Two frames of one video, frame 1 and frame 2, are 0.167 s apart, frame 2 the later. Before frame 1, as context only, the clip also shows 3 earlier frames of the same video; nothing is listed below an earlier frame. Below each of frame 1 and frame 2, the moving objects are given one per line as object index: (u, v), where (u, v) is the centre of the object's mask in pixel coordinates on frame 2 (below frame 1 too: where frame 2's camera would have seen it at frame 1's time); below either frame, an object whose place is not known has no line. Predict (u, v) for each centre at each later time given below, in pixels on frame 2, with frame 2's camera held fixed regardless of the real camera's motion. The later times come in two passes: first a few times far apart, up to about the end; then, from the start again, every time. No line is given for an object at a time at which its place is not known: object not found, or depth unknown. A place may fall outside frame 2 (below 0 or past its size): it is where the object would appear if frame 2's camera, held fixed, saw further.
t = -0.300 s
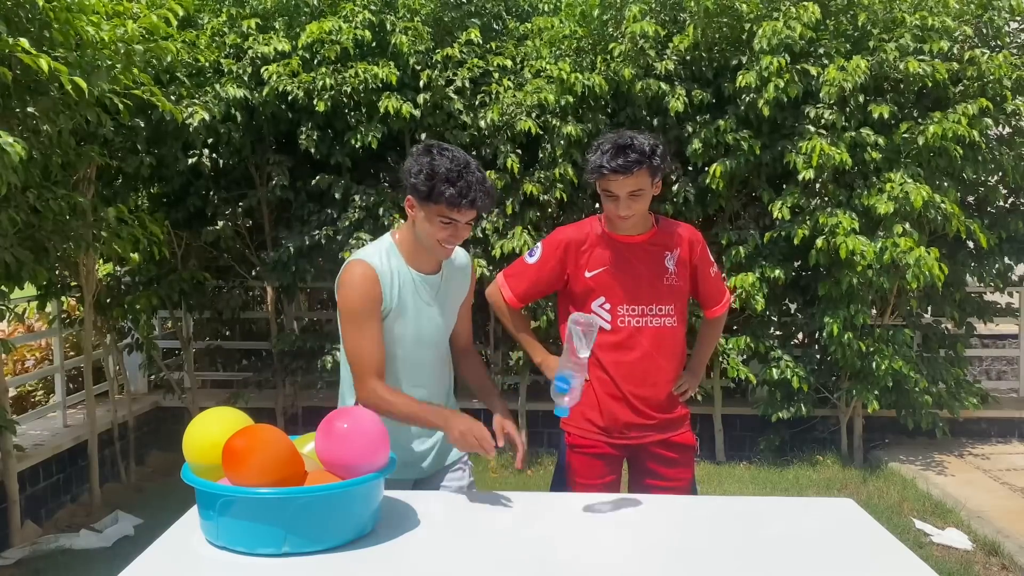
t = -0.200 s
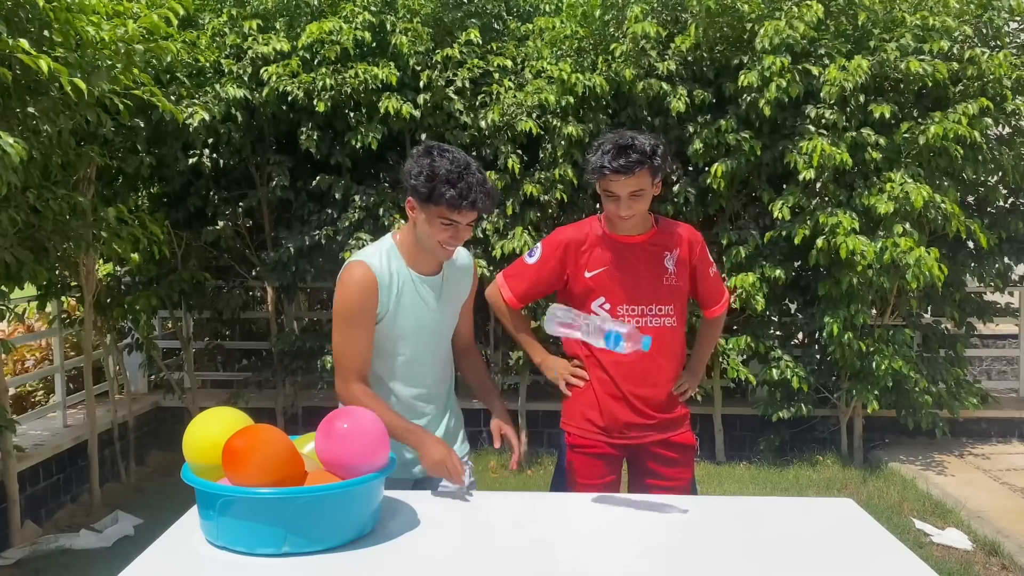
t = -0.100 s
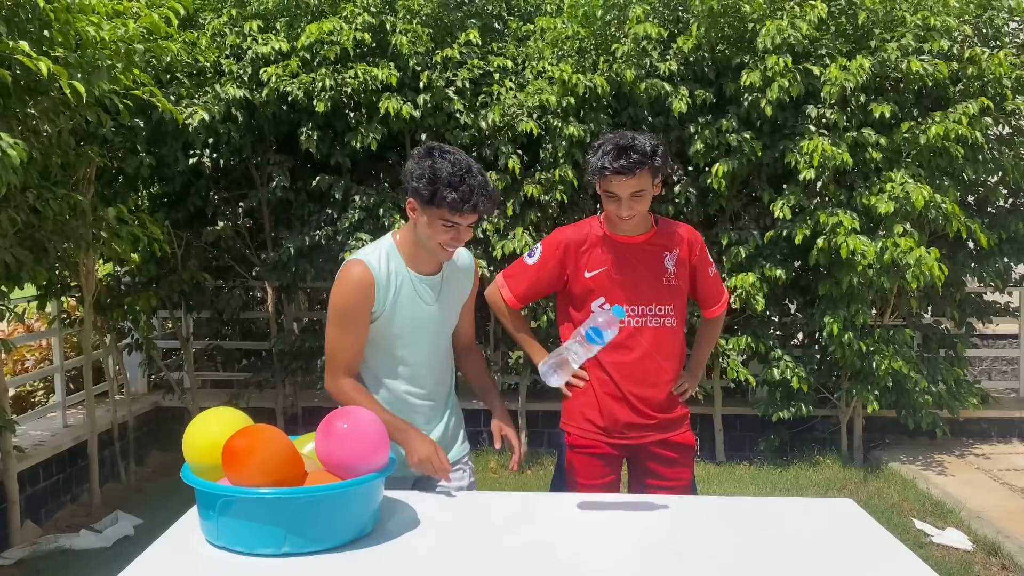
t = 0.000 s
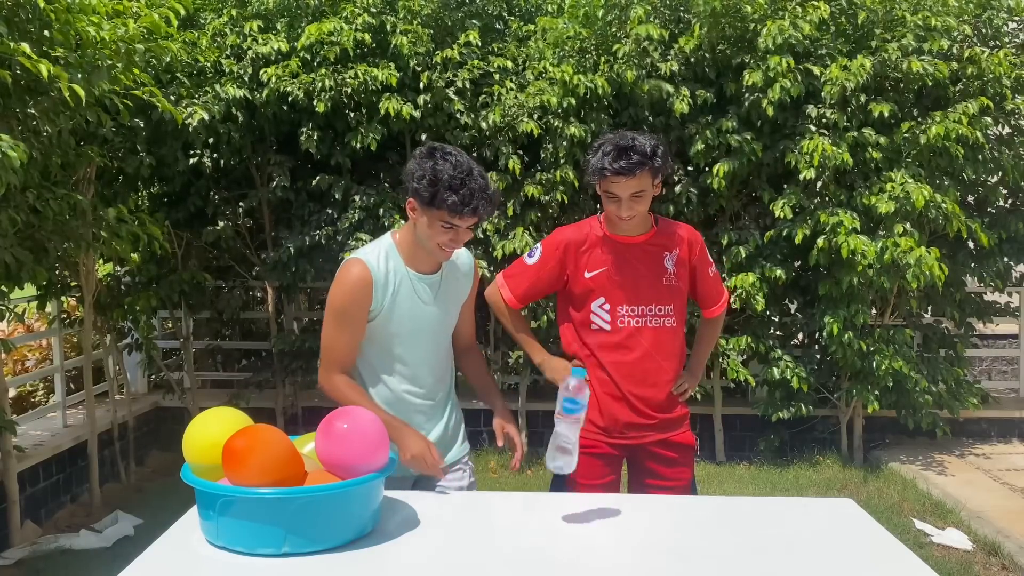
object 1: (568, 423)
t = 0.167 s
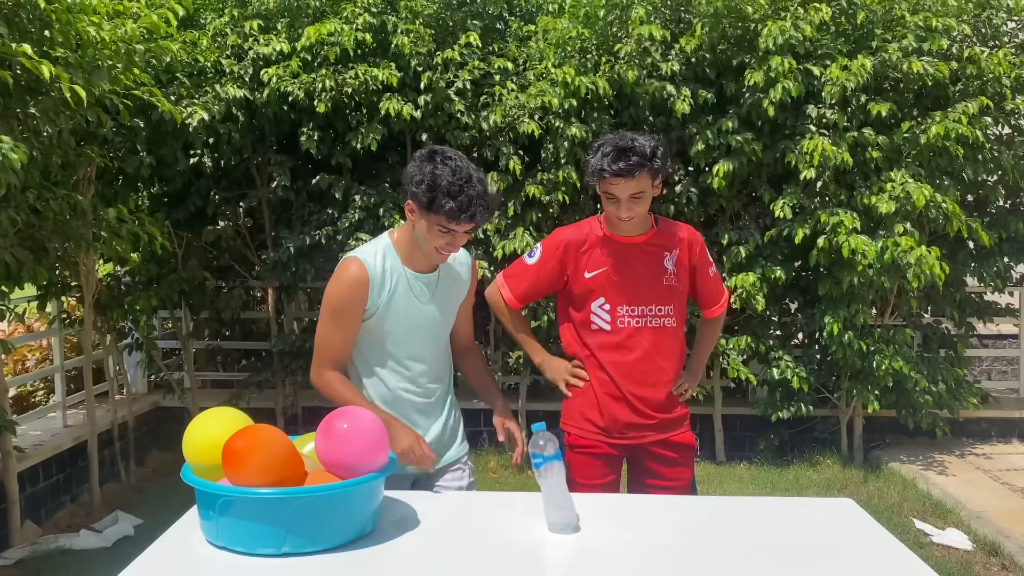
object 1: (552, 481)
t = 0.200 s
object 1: (551, 482)
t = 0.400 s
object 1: (555, 482)
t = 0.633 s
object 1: (575, 484)
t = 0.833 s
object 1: (576, 480)
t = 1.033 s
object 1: (577, 480)
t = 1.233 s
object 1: (577, 480)
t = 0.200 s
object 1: (551, 482)
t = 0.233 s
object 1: (550, 482)
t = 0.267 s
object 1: (549, 482)
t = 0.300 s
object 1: (549, 482)
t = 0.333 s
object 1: (550, 482)
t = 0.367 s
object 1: (552, 483)
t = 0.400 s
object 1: (555, 482)
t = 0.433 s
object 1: (560, 482)
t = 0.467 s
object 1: (567, 483)
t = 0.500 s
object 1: (571, 484)
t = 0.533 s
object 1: (573, 484)
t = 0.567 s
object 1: (574, 485)
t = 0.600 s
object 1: (575, 485)
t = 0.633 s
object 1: (575, 484)
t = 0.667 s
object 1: (575, 483)
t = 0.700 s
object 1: (575, 482)
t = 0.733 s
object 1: (576, 480)
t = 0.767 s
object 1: (578, 480)
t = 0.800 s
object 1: (577, 480)
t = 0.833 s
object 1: (576, 480)
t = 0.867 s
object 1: (577, 480)
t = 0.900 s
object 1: (578, 480)
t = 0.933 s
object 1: (577, 480)
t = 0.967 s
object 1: (576, 480)
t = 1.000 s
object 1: (577, 480)
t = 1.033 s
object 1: (577, 480)
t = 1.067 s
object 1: (577, 480)
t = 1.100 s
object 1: (577, 480)
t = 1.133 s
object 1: (577, 480)
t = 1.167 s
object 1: (577, 480)
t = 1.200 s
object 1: (577, 480)
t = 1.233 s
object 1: (577, 480)
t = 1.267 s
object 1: (576, 480)
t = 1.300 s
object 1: (576, 480)
